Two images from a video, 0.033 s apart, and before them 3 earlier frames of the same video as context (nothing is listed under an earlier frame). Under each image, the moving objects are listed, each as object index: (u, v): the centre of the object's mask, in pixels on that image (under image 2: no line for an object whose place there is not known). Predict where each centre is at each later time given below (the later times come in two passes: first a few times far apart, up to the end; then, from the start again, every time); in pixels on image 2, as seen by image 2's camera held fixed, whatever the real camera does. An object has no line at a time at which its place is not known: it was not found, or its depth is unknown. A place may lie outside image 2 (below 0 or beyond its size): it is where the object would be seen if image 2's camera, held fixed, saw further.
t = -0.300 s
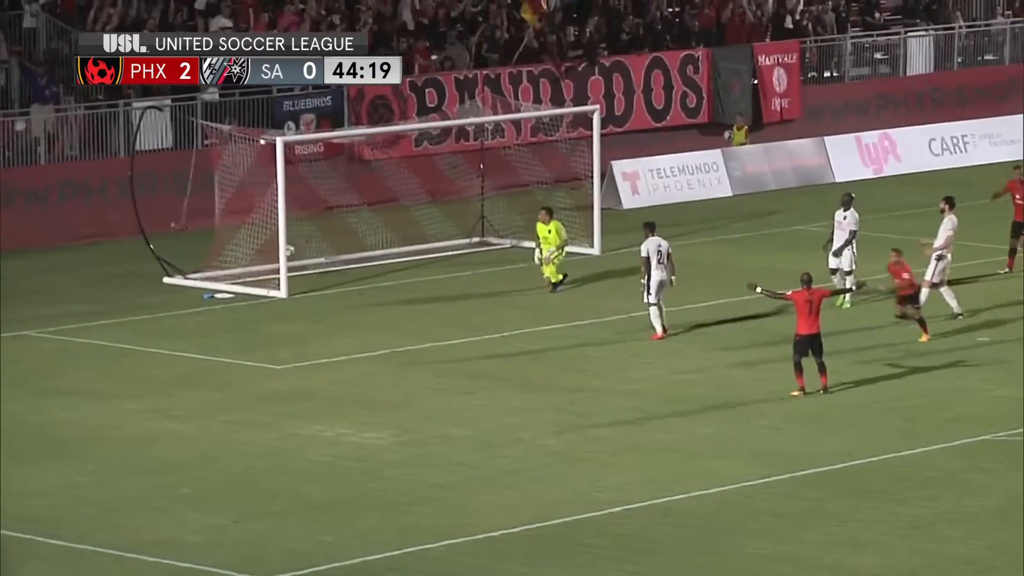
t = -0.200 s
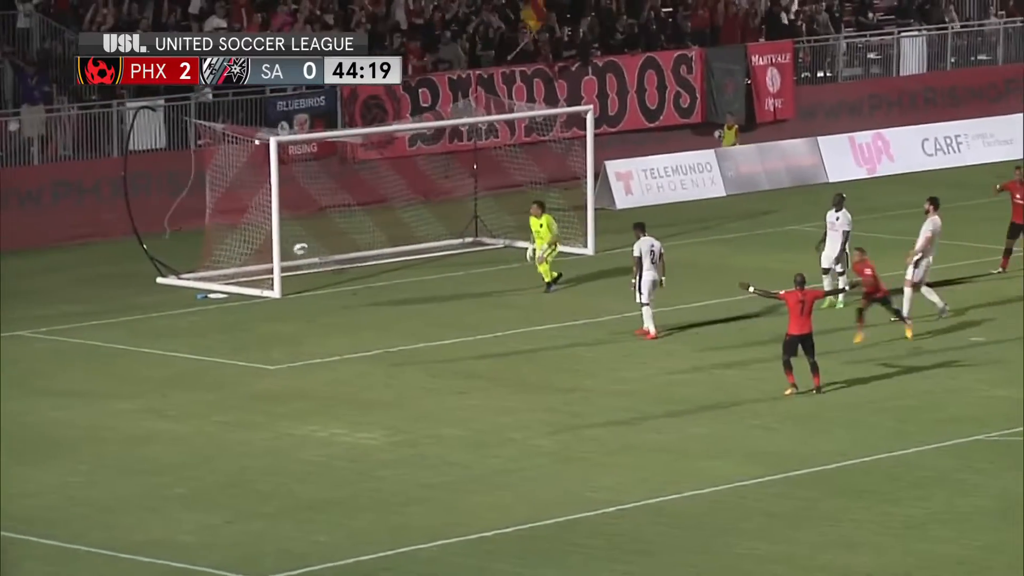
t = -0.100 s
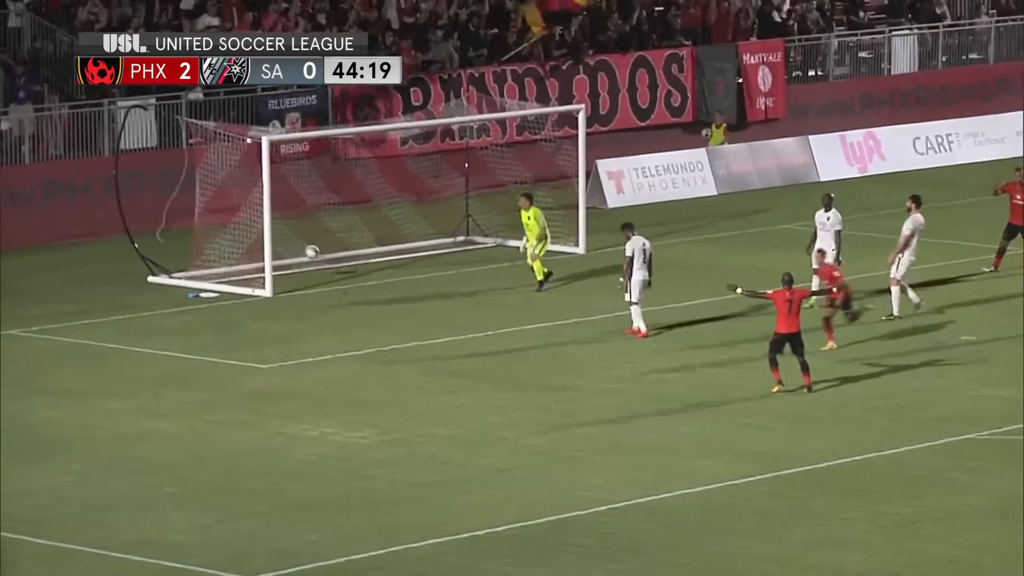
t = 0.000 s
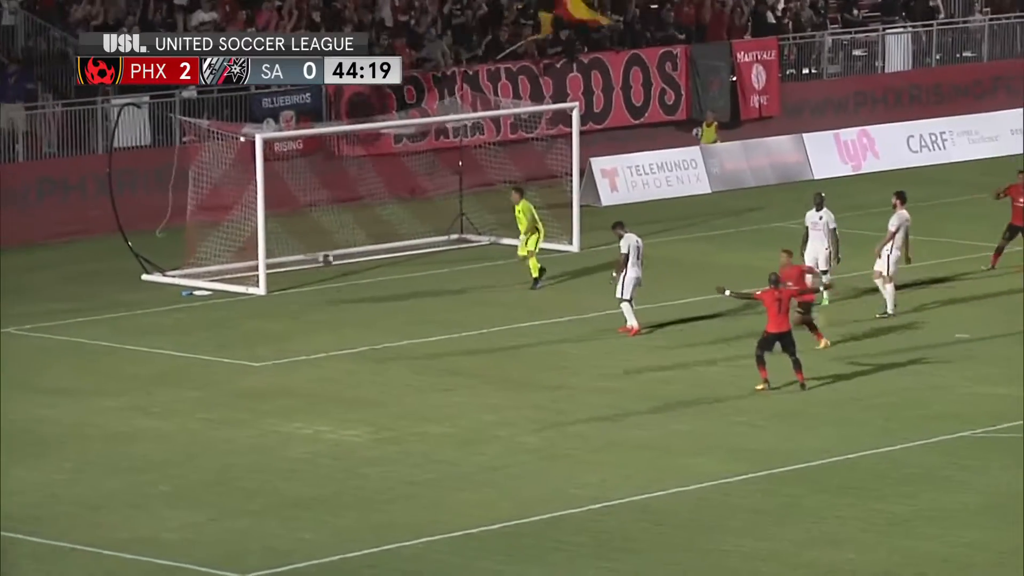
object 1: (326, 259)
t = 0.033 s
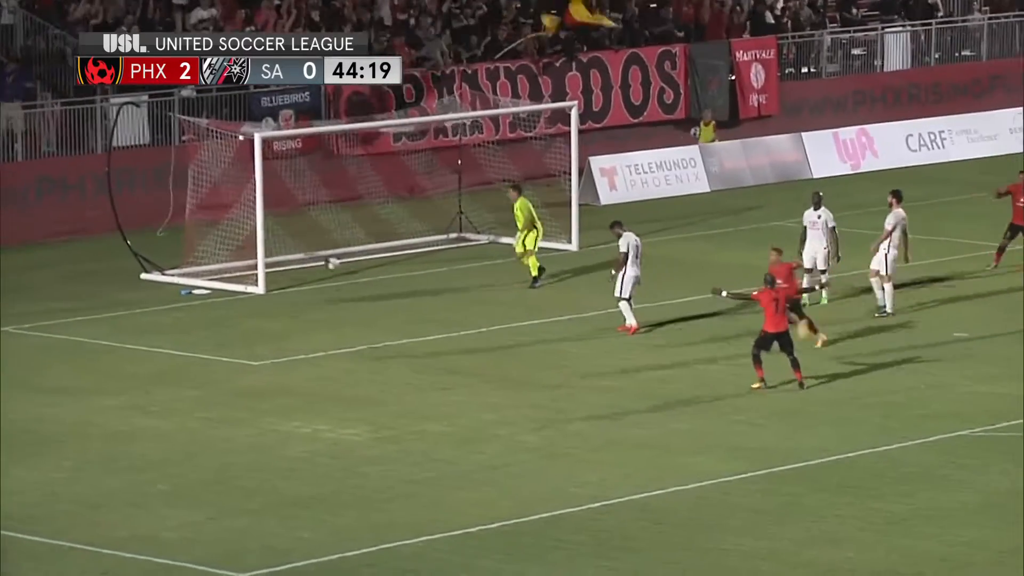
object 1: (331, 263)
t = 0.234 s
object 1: (369, 261)
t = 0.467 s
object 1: (413, 268)
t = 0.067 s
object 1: (338, 269)
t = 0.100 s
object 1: (345, 270)
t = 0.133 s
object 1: (351, 267)
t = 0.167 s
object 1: (357, 265)
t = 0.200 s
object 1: (364, 263)
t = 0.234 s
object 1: (369, 261)
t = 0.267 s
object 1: (376, 260)
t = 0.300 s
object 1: (382, 260)
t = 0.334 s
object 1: (388, 261)
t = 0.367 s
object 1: (395, 261)
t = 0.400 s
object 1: (401, 263)
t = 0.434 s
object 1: (407, 265)
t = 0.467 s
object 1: (413, 268)
